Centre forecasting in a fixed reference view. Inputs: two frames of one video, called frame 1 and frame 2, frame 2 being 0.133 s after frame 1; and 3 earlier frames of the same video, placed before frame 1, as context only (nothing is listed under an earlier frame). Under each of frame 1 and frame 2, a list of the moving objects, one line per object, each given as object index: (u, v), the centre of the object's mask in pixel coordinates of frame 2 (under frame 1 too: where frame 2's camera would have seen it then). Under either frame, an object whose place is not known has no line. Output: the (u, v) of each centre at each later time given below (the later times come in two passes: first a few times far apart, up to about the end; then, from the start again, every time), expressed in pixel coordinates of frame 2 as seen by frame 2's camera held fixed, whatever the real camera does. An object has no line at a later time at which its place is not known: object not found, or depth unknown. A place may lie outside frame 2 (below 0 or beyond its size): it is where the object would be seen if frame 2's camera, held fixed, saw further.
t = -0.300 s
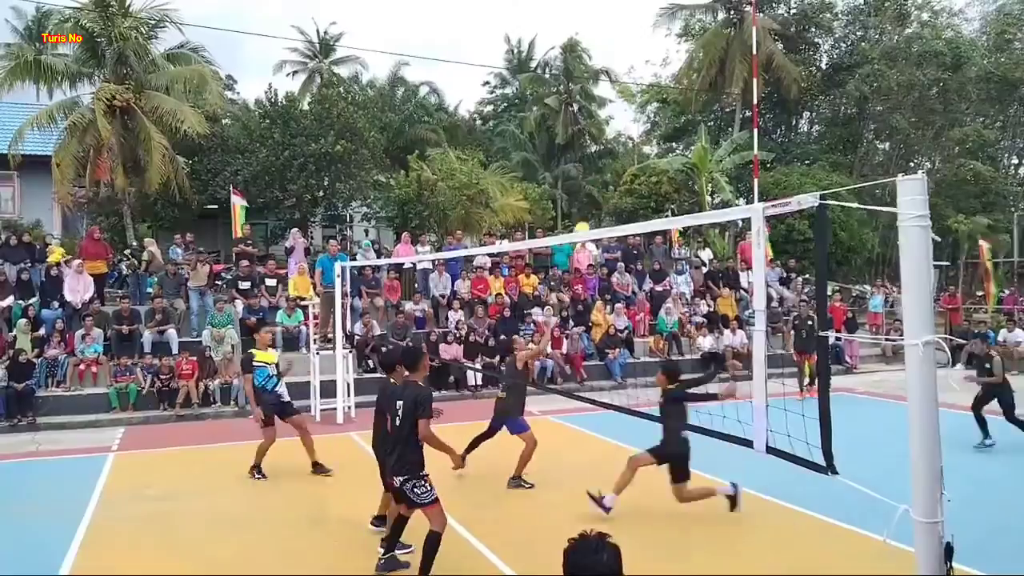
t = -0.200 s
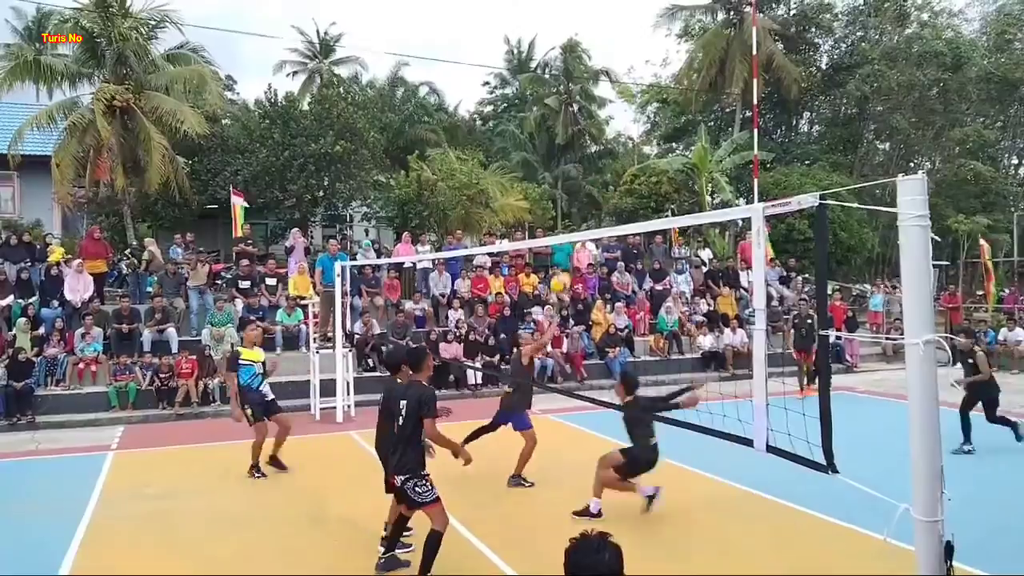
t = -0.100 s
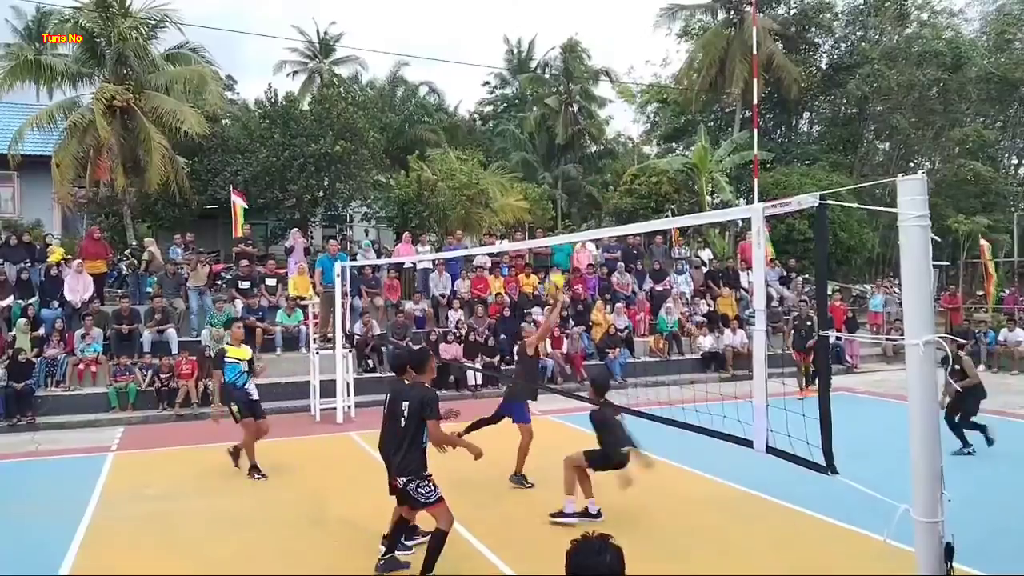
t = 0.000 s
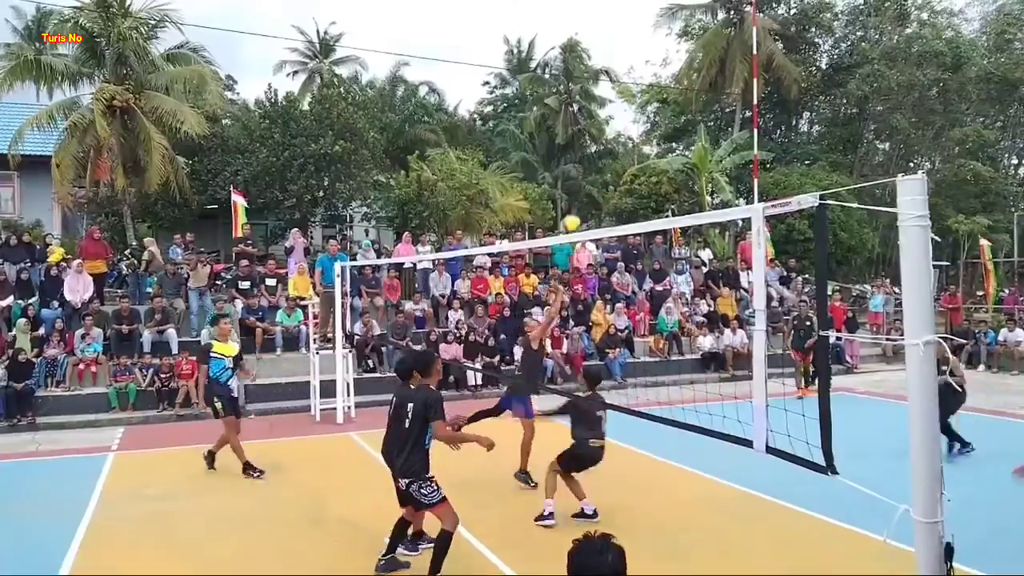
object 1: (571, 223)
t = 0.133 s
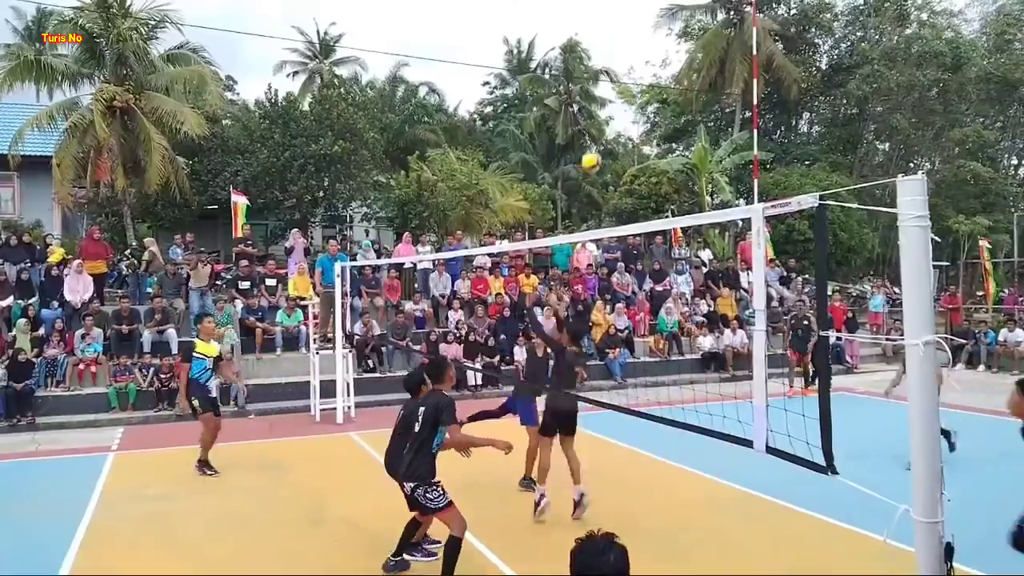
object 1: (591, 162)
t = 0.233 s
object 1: (605, 125)
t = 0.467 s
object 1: (643, 76)
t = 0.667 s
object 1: (675, 75)
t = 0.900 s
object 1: (712, 121)
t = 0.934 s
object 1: (718, 131)
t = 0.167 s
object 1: (596, 149)
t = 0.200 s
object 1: (601, 137)
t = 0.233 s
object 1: (605, 125)
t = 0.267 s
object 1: (611, 115)
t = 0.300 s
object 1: (618, 105)
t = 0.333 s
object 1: (623, 97)
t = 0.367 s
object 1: (627, 91)
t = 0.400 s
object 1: (633, 85)
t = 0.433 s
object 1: (638, 80)
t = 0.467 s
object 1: (643, 76)
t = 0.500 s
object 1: (648, 74)
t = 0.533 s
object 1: (655, 71)
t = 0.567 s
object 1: (660, 71)
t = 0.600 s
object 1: (665, 71)
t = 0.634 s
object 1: (670, 72)
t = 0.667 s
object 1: (675, 75)
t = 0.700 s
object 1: (682, 79)
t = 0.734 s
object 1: (686, 82)
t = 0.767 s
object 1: (691, 88)
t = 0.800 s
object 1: (697, 95)
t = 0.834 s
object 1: (702, 103)
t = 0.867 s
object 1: (707, 112)
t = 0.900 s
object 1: (712, 121)
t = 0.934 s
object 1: (718, 131)
